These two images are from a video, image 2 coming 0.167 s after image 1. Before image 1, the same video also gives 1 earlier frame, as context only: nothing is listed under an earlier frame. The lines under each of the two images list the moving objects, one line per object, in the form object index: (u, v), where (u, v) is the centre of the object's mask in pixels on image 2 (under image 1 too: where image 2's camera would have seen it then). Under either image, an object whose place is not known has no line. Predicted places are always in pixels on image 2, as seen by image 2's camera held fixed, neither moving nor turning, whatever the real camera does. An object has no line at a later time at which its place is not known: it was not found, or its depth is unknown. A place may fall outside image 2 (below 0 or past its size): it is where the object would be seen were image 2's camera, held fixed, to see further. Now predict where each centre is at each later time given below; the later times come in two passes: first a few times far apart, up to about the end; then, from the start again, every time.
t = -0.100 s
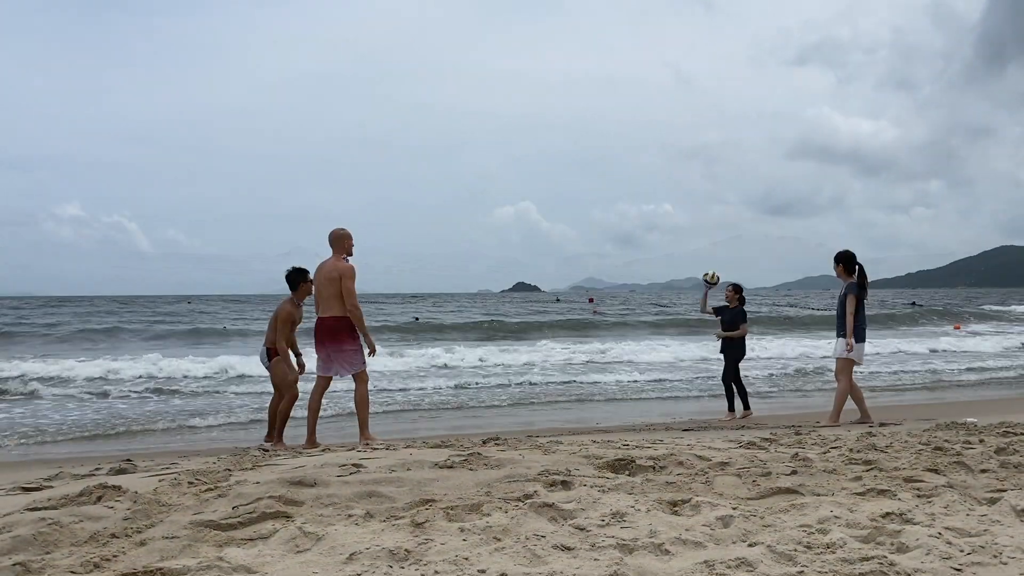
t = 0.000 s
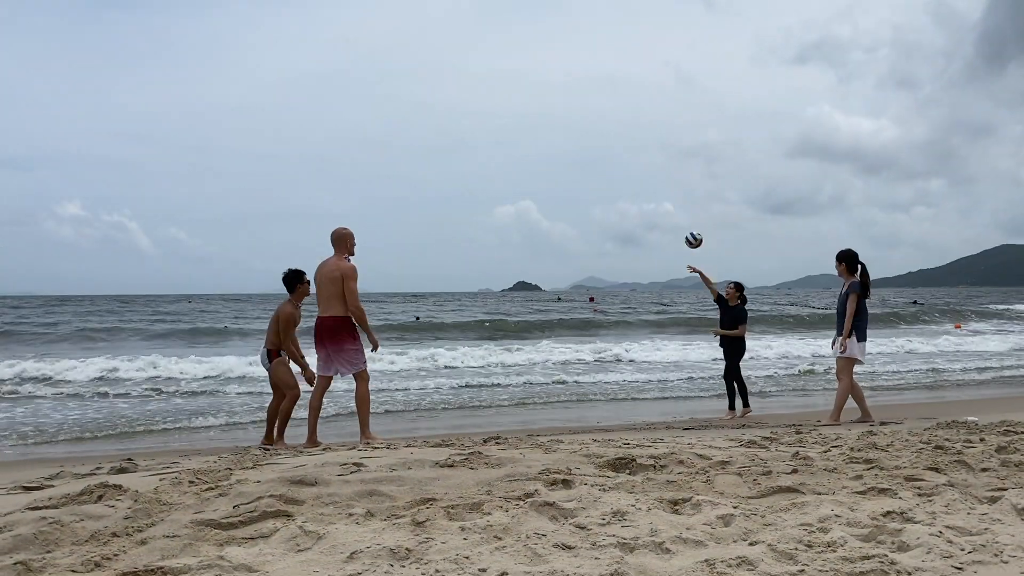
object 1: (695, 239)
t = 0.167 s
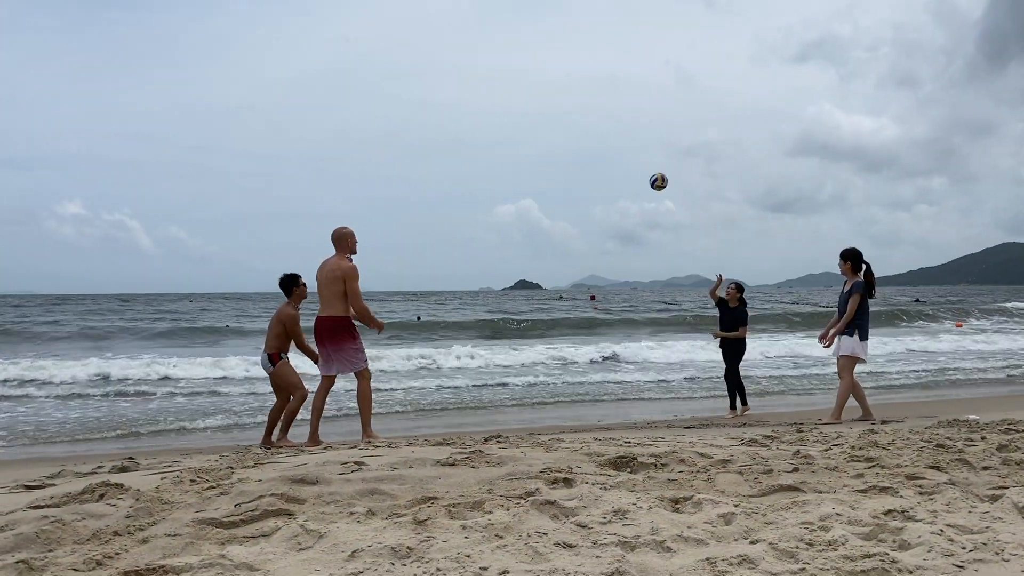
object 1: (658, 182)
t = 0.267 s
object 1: (635, 157)
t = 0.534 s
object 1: (564, 129)
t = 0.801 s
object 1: (480, 173)
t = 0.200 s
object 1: (651, 173)
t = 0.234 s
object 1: (643, 165)
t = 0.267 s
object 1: (635, 157)
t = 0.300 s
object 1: (627, 150)
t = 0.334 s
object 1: (618, 145)
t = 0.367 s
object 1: (610, 140)
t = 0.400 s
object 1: (601, 136)
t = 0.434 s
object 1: (592, 133)
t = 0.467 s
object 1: (583, 130)
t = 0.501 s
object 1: (574, 130)
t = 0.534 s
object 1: (564, 129)
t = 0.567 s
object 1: (555, 131)
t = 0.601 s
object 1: (545, 133)
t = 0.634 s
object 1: (534, 137)
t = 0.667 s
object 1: (524, 141)
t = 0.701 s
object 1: (513, 147)
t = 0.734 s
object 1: (502, 155)
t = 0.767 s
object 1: (491, 163)
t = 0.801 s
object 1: (480, 173)
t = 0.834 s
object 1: (468, 185)
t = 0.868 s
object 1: (456, 197)
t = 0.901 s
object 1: (444, 212)
